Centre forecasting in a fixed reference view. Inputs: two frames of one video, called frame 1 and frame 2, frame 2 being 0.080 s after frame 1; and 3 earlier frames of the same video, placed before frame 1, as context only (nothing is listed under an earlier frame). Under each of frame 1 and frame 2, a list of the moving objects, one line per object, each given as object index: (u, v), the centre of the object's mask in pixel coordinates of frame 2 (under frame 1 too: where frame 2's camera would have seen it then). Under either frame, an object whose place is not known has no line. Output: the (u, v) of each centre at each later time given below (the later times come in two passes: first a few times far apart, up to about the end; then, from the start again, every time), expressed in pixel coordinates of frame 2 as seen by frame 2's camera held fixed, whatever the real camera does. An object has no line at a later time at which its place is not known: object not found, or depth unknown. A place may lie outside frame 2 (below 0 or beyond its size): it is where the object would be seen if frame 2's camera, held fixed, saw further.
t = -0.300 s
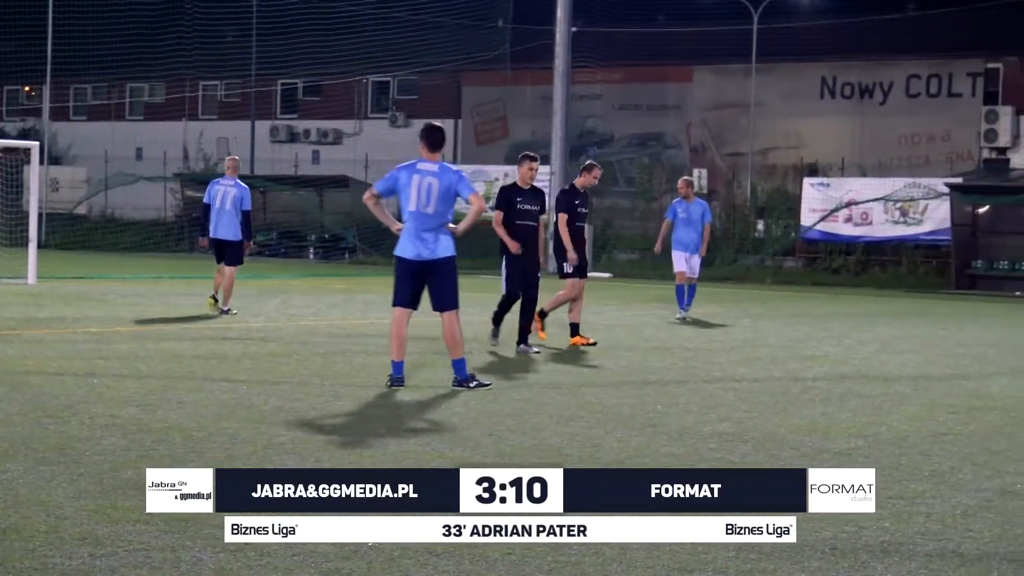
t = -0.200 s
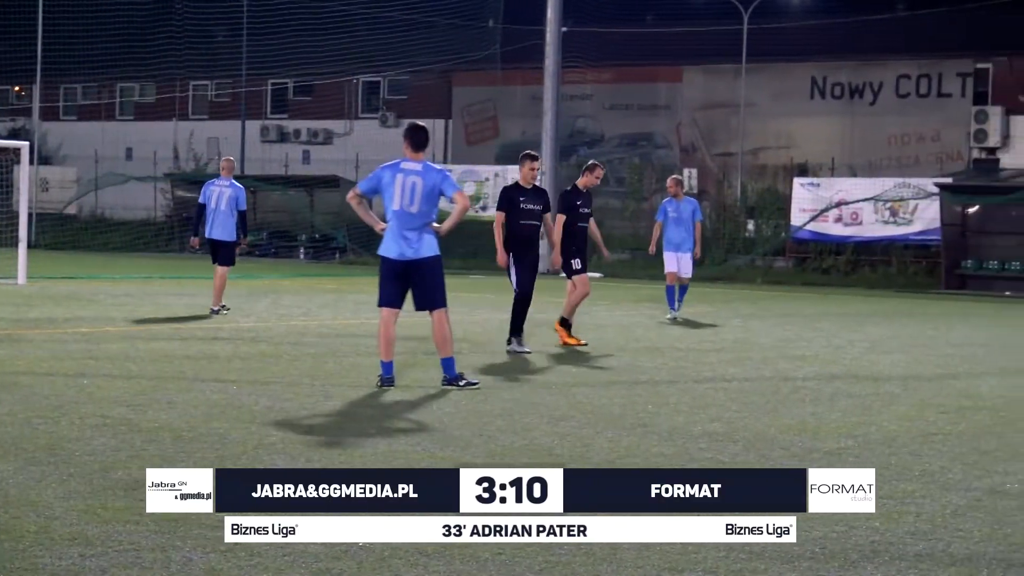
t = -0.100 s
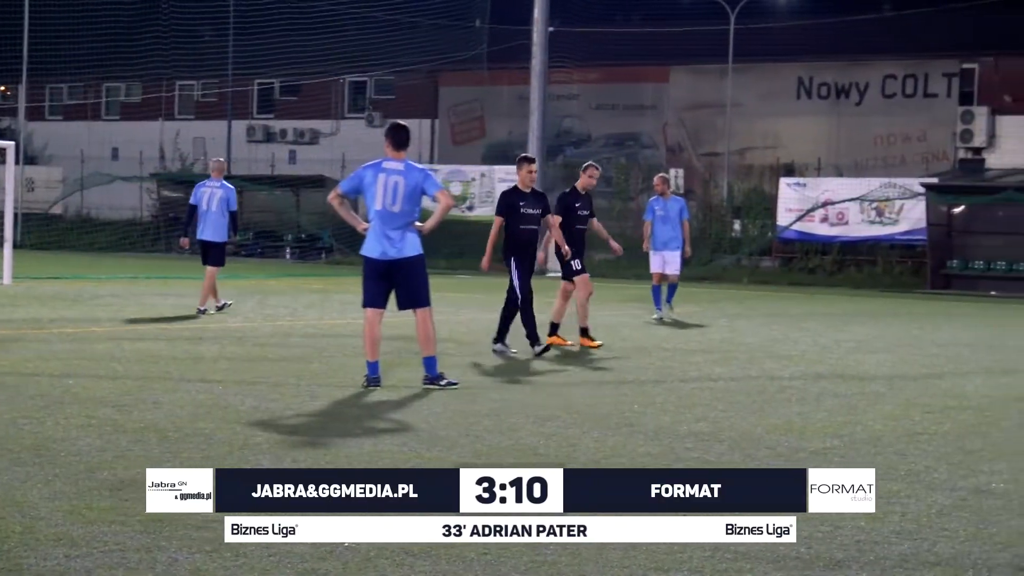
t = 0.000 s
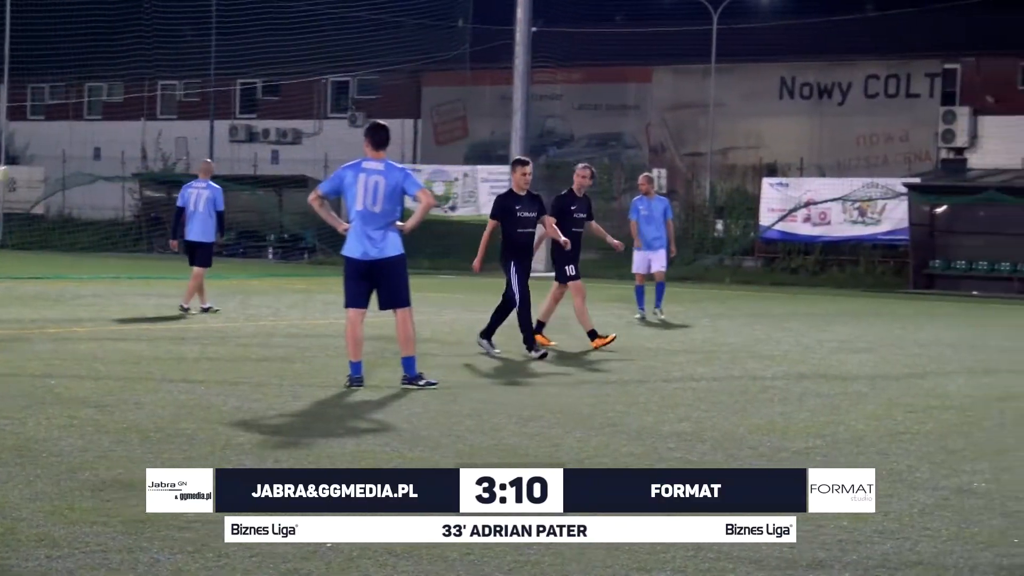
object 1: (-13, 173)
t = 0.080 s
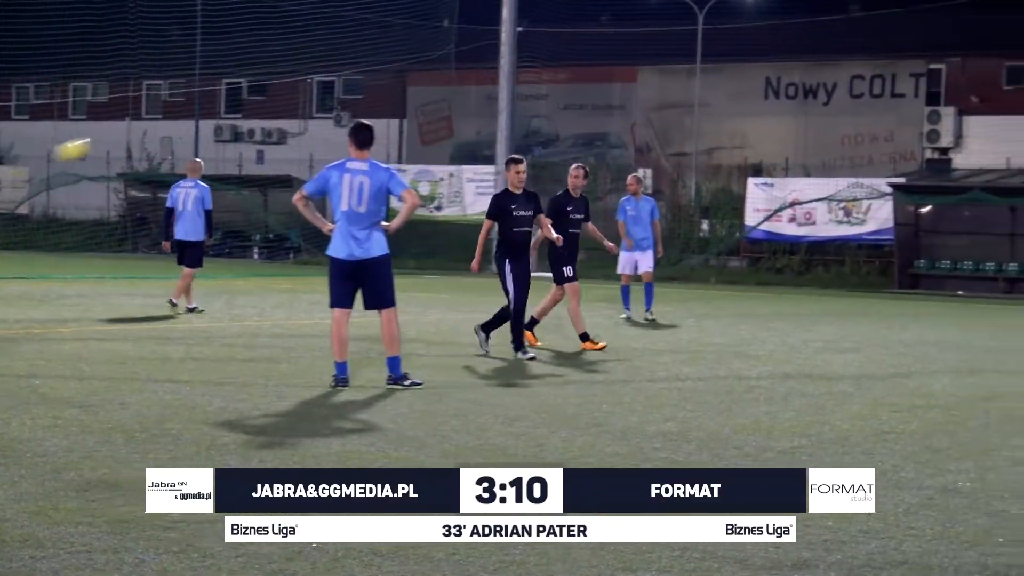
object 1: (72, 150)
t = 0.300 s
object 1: (371, 99)
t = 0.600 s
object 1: (880, 100)
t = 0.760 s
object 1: (1209, 151)
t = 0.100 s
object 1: (98, 144)
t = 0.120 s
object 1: (125, 138)
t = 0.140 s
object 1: (151, 133)
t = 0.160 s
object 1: (178, 127)
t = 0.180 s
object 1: (205, 121)
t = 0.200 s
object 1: (231, 117)
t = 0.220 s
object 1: (259, 112)
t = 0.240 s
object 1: (287, 109)
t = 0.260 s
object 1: (315, 106)
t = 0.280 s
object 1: (344, 102)
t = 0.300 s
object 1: (371, 99)
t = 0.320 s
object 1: (401, 96)
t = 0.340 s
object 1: (431, 93)
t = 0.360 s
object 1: (462, 91)
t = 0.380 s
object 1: (493, 89)
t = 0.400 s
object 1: (527, 87)
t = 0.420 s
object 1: (557, 87)
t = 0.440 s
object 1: (589, 86)
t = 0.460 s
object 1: (623, 86)
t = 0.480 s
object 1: (657, 86)
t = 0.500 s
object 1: (692, 87)
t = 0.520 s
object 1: (727, 88)
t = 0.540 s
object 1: (763, 89)
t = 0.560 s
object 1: (802, 92)
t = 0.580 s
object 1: (842, 96)
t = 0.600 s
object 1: (880, 100)
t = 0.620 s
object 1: (919, 104)
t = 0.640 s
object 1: (959, 108)
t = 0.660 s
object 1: (1003, 114)
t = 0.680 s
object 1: (1048, 120)
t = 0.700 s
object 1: (1093, 128)
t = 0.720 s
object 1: (1141, 136)
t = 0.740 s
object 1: (1186, 146)
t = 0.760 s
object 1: (1209, 151)
